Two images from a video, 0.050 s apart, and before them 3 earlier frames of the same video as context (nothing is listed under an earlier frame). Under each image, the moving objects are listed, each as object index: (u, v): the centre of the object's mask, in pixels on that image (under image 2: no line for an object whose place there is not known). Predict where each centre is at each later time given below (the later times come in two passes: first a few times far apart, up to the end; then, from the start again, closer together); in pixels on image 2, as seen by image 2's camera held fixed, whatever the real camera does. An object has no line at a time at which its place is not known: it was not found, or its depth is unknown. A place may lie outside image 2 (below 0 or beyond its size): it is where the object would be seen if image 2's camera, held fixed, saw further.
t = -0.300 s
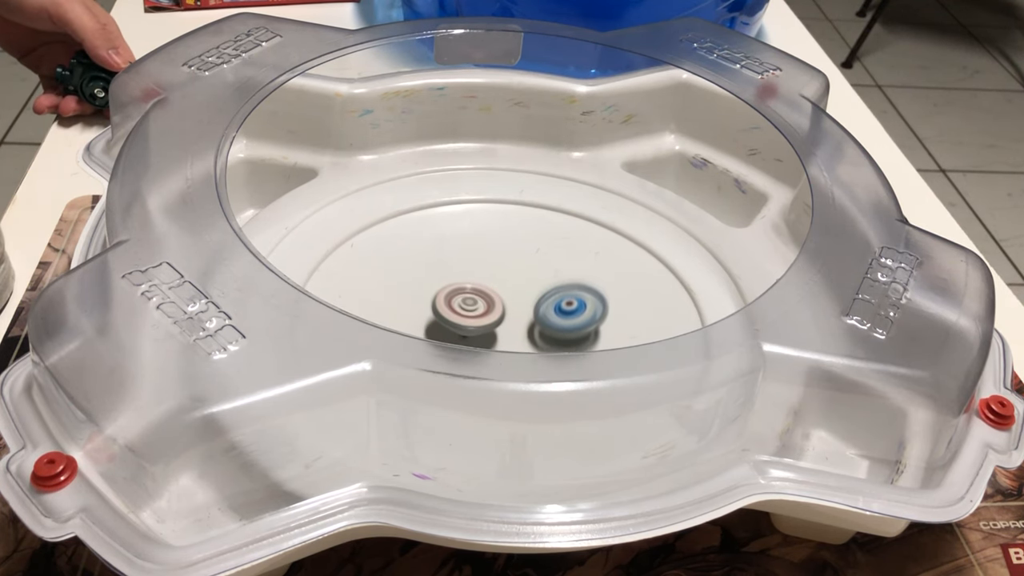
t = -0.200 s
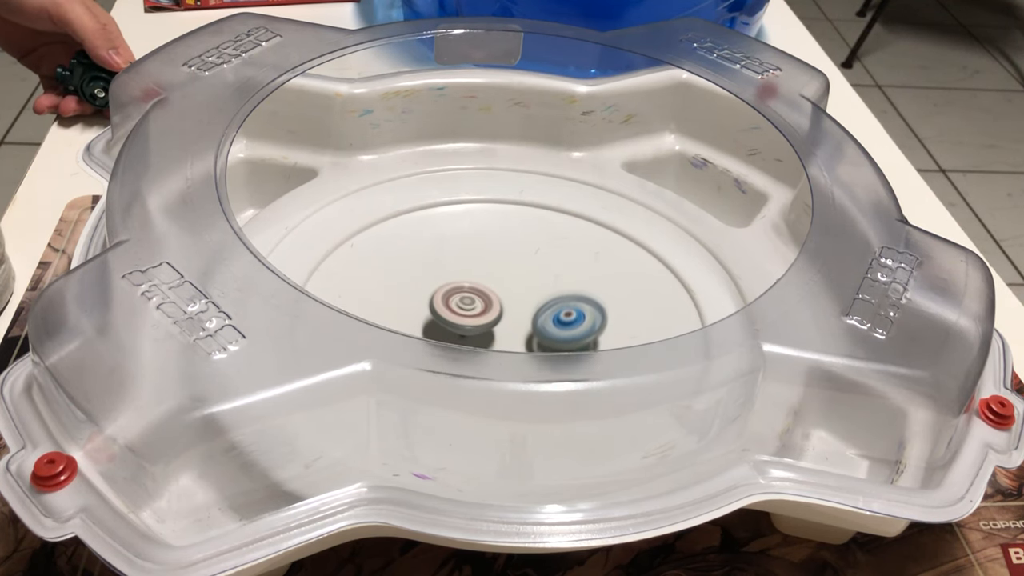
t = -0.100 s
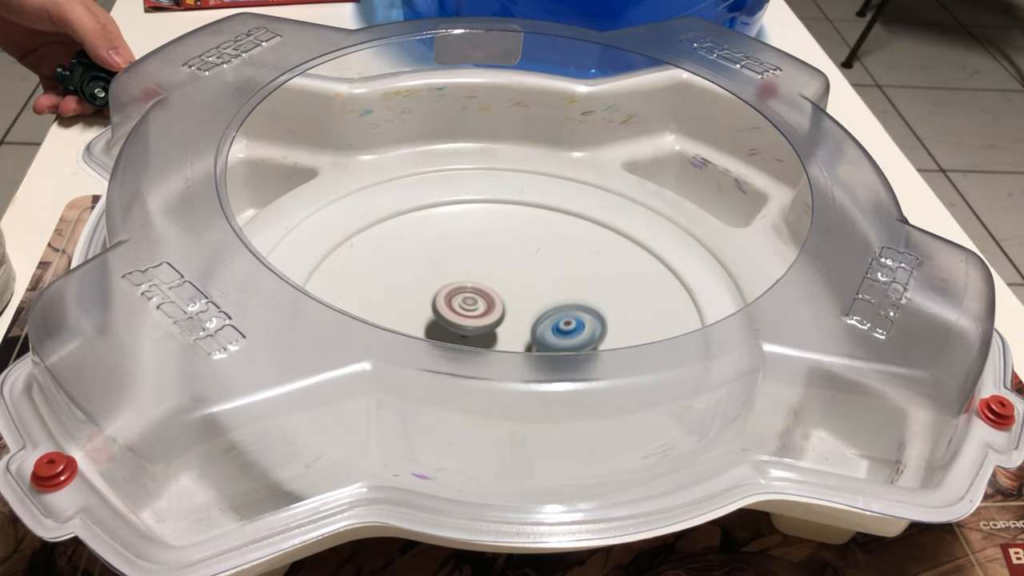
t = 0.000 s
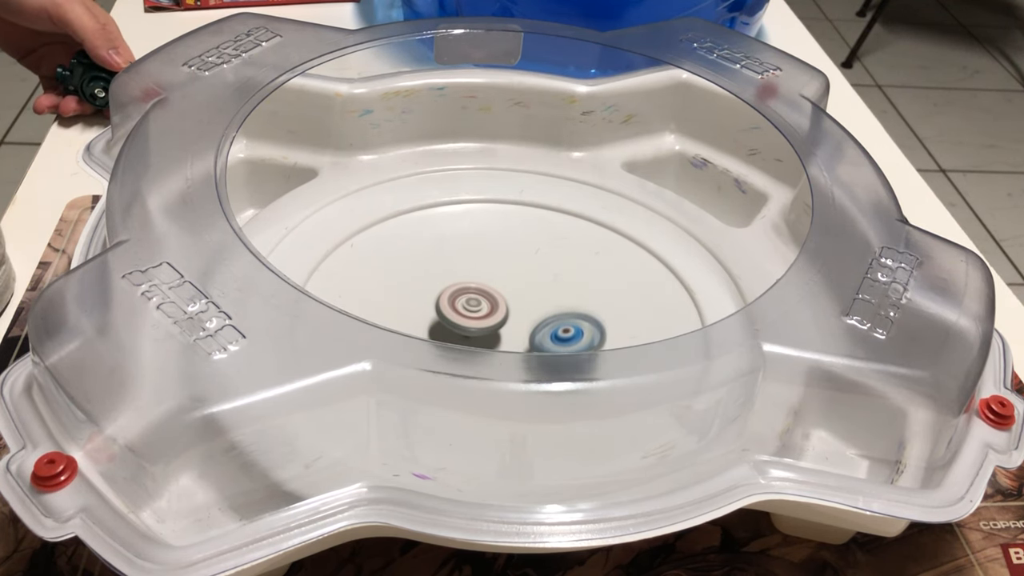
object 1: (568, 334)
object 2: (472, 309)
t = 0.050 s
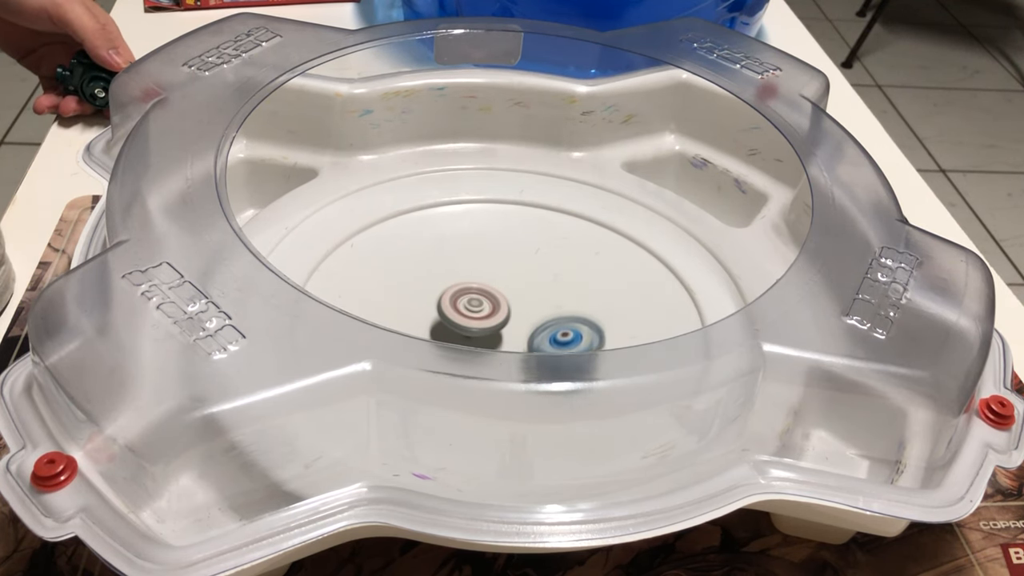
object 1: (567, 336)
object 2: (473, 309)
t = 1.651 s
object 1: (423, 361)
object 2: (486, 302)
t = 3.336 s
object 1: (498, 259)
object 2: (472, 334)
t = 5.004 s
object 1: (563, 353)
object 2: (506, 286)
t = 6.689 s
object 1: (422, 300)
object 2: (503, 331)
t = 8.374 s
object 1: (544, 255)
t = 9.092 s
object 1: (637, 298)
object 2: (436, 395)
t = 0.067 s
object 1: (566, 337)
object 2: (474, 309)
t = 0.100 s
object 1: (565, 338)
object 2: (475, 309)
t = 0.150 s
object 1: (564, 340)
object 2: (476, 309)
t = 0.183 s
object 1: (563, 341)
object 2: (477, 309)
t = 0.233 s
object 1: (561, 343)
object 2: (478, 309)
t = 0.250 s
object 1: (560, 343)
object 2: (478, 309)
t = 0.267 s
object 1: (560, 344)
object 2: (478, 309)
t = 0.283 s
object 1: (559, 344)
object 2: (479, 309)
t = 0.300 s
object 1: (559, 345)
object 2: (479, 309)
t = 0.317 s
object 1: (558, 345)
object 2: (479, 309)
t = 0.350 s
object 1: (557, 346)
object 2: (480, 309)
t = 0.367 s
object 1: (556, 347)
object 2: (480, 309)
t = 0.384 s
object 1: (555, 348)
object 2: (480, 309)
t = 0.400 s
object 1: (555, 347)
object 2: (480, 309)
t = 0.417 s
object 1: (554, 349)
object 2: (481, 309)
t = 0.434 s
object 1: (553, 347)
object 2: (481, 309)
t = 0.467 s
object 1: (553, 348)
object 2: (482, 310)
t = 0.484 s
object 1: (551, 349)
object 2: (482, 310)
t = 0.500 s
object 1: (546, 353)
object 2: (483, 310)
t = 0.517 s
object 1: (549, 363)
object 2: (483, 310)
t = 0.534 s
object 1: (548, 363)
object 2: (484, 310)
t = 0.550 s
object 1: (545, 364)
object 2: (485, 310)
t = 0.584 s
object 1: (544, 364)
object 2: (487, 311)
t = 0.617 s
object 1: (540, 365)
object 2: (490, 312)
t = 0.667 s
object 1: (536, 365)
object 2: (496, 312)
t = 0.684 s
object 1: (534, 365)
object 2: (498, 312)
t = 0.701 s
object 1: (531, 366)
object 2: (500, 312)
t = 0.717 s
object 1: (530, 369)
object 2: (501, 309)
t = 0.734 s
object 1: (526, 387)
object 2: (502, 300)
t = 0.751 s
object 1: (524, 395)
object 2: (502, 289)
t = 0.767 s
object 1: (523, 402)
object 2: (503, 280)
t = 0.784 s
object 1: (522, 405)
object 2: (502, 271)
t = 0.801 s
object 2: (502, 262)
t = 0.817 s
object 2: (500, 259)
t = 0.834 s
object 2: (498, 254)
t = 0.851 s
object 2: (495, 250)
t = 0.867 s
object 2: (492, 247)
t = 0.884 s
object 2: (488, 245)
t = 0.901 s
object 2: (485, 242)
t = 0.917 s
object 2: (482, 240)
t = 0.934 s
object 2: (480, 239)
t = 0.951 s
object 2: (477, 237)
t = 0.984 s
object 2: (472, 235)
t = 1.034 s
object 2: (465, 233)
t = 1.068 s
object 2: (461, 232)
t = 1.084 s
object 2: (459, 232)
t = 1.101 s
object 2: (458, 232)
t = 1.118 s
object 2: (456, 233)
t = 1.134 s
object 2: (454, 233)
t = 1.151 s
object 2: (453, 234)
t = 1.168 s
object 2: (451, 235)
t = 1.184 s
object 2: (450, 236)
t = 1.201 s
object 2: (449, 236)
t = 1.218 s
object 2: (447, 238)
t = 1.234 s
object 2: (446, 239)
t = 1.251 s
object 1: (495, 407)
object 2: (446, 241)
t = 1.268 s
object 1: (492, 406)
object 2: (445, 243)
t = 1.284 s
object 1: (490, 405)
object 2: (444, 245)
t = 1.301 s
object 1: (487, 403)
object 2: (444, 247)
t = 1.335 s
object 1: (482, 401)
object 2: (444, 252)
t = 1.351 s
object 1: (480, 401)
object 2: (444, 254)
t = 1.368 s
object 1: (477, 400)
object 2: (444, 257)
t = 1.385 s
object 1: (475, 398)
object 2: (445, 260)
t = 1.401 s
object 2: (446, 262)
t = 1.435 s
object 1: (467, 393)
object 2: (449, 268)
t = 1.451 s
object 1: (464, 392)
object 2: (451, 271)
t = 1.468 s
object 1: (462, 380)
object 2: (453, 274)
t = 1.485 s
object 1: (459, 378)
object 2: (455, 277)
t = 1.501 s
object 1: (456, 377)
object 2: (458, 280)
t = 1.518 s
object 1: (453, 375)
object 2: (461, 283)
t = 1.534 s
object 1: (450, 374)
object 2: (464, 285)
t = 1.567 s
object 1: (443, 372)
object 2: (470, 291)
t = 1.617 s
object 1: (431, 366)
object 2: (479, 298)
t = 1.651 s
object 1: (423, 361)
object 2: (486, 302)
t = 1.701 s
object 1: (413, 355)
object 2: (496, 308)
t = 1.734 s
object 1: (408, 352)
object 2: (503, 311)
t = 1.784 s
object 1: (400, 347)
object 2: (515, 315)
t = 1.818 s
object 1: (394, 344)
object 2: (523, 318)
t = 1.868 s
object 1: (388, 340)
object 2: (534, 321)
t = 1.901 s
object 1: (383, 337)
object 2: (541, 322)
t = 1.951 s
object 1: (379, 334)
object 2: (552, 323)
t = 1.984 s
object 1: (376, 333)
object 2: (558, 323)
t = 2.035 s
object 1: (374, 331)
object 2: (565, 323)
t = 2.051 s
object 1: (374, 330)
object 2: (567, 323)
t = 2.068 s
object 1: (373, 329)
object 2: (570, 323)
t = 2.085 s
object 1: (374, 329)
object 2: (572, 323)
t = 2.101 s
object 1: (374, 327)
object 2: (574, 323)
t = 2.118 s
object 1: (374, 326)
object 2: (576, 323)
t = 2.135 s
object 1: (376, 320)
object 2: (578, 323)
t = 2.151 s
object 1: (382, 310)
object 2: (579, 323)
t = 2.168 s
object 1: (382, 309)
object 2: (580, 323)
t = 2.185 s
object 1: (383, 309)
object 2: (582, 323)
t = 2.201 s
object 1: (385, 308)
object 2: (582, 323)
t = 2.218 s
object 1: (386, 308)
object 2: (583, 322)
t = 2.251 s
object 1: (389, 307)
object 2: (585, 322)
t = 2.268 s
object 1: (390, 307)
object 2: (585, 322)
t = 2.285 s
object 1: (392, 306)
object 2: (585, 322)
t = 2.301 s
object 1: (393, 305)
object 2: (586, 322)
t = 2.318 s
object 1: (394, 305)
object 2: (586, 322)
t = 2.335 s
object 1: (395, 305)
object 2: (586, 321)
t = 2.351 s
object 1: (396, 304)
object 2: (586, 321)
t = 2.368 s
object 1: (397, 303)
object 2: (586, 321)
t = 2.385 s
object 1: (398, 303)
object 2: (586, 321)
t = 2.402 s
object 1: (400, 300)
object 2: (586, 322)
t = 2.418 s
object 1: (401, 299)
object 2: (586, 321)
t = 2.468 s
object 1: (405, 292)
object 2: (584, 322)
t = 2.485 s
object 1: (407, 291)
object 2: (583, 322)
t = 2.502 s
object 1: (408, 289)
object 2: (582, 322)
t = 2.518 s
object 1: (410, 287)
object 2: (581, 322)
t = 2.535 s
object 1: (411, 285)
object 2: (580, 322)
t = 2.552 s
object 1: (412, 284)
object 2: (578, 322)
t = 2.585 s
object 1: (415, 281)
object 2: (575, 323)
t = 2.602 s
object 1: (416, 280)
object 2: (574, 323)
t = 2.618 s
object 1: (418, 278)
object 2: (572, 323)
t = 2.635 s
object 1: (419, 276)
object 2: (570, 324)
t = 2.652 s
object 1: (420, 276)
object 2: (568, 324)
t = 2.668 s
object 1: (422, 274)
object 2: (565, 324)
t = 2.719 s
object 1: (427, 271)
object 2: (558, 325)
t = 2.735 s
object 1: (429, 270)
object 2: (555, 325)
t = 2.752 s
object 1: (430, 269)
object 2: (553, 326)
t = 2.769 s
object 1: (432, 268)
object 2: (550, 326)
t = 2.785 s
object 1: (434, 267)
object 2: (547, 327)
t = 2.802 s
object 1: (435, 266)
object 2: (544, 327)
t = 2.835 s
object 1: (439, 265)
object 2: (539, 327)
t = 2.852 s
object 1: (441, 264)
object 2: (536, 328)
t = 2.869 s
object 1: (442, 263)
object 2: (533, 328)
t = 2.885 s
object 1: (444, 262)
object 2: (530, 328)
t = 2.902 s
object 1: (446, 262)
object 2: (528, 328)
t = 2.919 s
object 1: (447, 261)
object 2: (524, 329)
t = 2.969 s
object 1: (452, 260)
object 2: (516, 330)
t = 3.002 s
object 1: (456, 259)
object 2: (510, 331)
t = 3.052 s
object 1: (462, 258)
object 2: (502, 332)
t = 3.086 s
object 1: (465, 258)
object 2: (498, 332)
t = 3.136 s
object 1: (471, 258)
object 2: (491, 333)
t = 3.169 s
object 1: (475, 258)
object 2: (487, 333)
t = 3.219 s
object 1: (482, 258)
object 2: (482, 334)
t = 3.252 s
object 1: (486, 258)
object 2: (479, 334)
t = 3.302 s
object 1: (493, 259)
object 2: (474, 334)
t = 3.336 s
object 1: (498, 259)
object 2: (472, 334)
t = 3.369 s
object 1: (503, 260)
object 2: (469, 334)
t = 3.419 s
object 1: (510, 261)
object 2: (466, 333)
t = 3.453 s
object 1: (515, 261)
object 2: (464, 333)
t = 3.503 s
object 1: (522, 262)
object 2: (461, 333)
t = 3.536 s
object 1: (526, 263)
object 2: (460, 333)
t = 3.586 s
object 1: (533, 264)
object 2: (458, 332)
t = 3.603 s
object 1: (535, 265)
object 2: (458, 332)
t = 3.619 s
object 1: (538, 266)
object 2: (457, 332)
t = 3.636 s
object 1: (540, 266)
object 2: (457, 332)
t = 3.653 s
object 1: (542, 266)
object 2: (457, 332)
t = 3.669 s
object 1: (544, 267)
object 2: (457, 331)
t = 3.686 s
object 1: (546, 268)
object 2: (457, 331)
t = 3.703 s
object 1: (548, 268)
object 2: (456, 331)
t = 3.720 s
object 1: (550, 269)
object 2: (456, 331)
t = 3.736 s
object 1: (552, 269)
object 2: (456, 331)
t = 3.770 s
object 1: (555, 270)
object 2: (456, 330)
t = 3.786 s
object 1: (556, 271)
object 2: (456, 330)
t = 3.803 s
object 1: (557, 272)
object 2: (456, 329)
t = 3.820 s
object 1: (559, 272)
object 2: (456, 329)
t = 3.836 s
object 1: (560, 274)
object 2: (456, 329)
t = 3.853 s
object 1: (561, 274)
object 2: (456, 328)
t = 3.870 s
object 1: (563, 275)
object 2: (456, 328)
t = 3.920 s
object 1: (566, 278)
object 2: (457, 326)
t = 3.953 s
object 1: (568, 280)
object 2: (457, 325)
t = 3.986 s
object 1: (571, 282)
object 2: (458, 324)
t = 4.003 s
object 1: (571, 284)
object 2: (459, 323)
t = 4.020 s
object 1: (573, 284)
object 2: (459, 322)
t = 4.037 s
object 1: (574, 286)
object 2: (460, 321)
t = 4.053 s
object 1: (575, 287)
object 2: (460, 321)
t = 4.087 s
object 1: (576, 290)
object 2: (461, 319)
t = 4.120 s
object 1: (578, 292)
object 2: (463, 318)
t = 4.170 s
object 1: (581, 296)
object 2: (465, 315)
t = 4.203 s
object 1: (582, 299)
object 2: (466, 312)
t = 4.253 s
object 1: (584, 303)
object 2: (468, 308)
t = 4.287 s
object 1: (585, 306)
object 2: (470, 305)
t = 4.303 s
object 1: (585, 308)
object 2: (471, 304)
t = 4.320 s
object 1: (585, 309)
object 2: (471, 303)
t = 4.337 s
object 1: (585, 311)
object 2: (472, 302)
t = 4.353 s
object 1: (586, 312)
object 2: (473, 301)
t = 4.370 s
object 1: (586, 314)
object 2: (474, 301)
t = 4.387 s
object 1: (586, 315)
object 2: (474, 300)
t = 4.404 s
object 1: (586, 318)
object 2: (475, 299)
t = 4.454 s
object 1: (586, 322)
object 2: (478, 296)
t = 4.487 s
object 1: (586, 325)
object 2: (480, 294)
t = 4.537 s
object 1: (586, 328)
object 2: (482, 292)
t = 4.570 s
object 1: (586, 331)
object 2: (484, 291)
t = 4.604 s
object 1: (586, 333)
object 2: (485, 290)
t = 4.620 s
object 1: (585, 334)
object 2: (486, 290)
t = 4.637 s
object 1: (585, 335)
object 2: (487, 289)
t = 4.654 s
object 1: (584, 335)
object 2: (487, 289)
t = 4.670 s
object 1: (584, 336)
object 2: (488, 289)
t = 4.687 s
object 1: (583, 337)
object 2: (489, 288)
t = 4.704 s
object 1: (582, 337)
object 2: (490, 288)
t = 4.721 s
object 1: (582, 338)
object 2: (491, 288)
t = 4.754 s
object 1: (580, 340)
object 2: (492, 287)
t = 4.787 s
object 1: (579, 341)
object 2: (494, 287)
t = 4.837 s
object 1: (576, 343)
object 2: (497, 286)
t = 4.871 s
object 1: (575, 344)
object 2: (499, 286)
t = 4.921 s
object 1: (571, 346)
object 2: (501, 285)
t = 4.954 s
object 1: (570, 347)
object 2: (503, 285)
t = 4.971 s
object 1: (569, 347)
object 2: (504, 285)
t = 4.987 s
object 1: (565, 350)
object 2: (505, 285)
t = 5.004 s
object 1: (563, 353)
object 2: (506, 286)
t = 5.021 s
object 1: (563, 364)
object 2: (507, 286)
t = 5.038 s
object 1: (562, 365)
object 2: (508, 286)
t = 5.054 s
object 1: (560, 366)
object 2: (508, 286)
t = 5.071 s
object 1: (559, 367)
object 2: (509, 286)
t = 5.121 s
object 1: (552, 368)
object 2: (510, 287)
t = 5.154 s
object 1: (548, 369)
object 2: (511, 287)
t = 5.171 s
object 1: (546, 370)
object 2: (511, 287)
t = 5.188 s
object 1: (542, 371)
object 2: (511, 288)
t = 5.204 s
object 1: (541, 371)
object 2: (512, 288)
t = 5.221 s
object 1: (537, 383)
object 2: (512, 288)
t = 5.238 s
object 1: (535, 383)
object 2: (513, 289)
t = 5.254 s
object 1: (534, 384)
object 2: (514, 289)
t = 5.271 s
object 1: (531, 383)
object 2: (514, 290)
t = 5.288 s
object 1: (529, 385)
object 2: (515, 291)
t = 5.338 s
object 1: (521, 385)
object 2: (516, 293)
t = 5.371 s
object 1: (516, 386)
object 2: (517, 294)
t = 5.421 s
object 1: (507, 386)
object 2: (519, 296)
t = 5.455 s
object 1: (502, 386)
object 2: (520, 299)
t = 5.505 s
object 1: (494, 385)
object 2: (521, 302)
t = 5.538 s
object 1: (488, 385)
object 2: (522, 304)
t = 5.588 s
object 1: (480, 384)
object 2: (524, 309)
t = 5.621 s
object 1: (474, 383)
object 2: (525, 312)
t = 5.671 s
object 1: (465, 379)
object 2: (526, 316)
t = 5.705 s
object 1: (460, 379)
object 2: (527, 319)
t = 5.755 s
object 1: (453, 378)
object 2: (529, 322)
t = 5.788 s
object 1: (449, 377)
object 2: (529, 323)
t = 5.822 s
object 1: (445, 376)
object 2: (530, 324)
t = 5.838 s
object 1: (442, 375)
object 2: (530, 325)
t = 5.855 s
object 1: (440, 376)
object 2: (530, 326)
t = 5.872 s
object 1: (438, 375)
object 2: (530, 326)
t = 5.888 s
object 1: (437, 373)
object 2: (531, 327)
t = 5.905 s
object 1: (436, 372)
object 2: (531, 327)
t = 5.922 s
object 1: (435, 370)
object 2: (531, 328)
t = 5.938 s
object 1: (432, 369)
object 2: (531, 328)
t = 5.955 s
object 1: (431, 368)
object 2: (531, 328)
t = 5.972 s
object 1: (430, 367)
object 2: (531, 329)
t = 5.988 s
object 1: (429, 367)
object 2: (530, 329)
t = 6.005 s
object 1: (429, 365)
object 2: (530, 329)
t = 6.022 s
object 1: (428, 364)
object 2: (530, 330)
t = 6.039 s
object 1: (426, 364)
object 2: (530, 330)
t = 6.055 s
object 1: (425, 363)
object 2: (530, 330)
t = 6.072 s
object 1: (424, 361)
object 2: (529, 331)
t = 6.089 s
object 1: (423, 360)
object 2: (529, 331)
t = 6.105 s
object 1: (422, 358)
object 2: (529, 331)
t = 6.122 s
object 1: (421, 357)
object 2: (528, 331)
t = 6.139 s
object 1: (421, 356)
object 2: (528, 332)
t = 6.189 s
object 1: (418, 352)
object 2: (527, 332)
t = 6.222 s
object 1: (417, 350)
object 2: (526, 332)
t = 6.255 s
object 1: (416, 348)
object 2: (525, 332)
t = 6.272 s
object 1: (415, 346)
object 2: (525, 332)
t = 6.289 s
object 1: (415, 343)
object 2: (524, 333)
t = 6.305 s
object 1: (414, 341)
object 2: (524, 333)
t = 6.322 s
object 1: (414, 339)
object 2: (523, 333)
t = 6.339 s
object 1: (413, 338)
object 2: (523, 333)
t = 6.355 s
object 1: (413, 336)
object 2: (522, 333)
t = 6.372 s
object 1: (413, 334)
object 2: (521, 333)
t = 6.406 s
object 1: (414, 328)
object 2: (519, 333)
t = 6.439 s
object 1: (416, 317)
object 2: (518, 333)
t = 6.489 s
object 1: (415, 314)
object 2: (515, 333)
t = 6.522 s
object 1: (415, 313)
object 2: (513, 332)
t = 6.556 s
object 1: (416, 311)
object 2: (512, 332)
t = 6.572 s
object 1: (416, 310)
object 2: (511, 332)
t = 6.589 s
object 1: (417, 308)
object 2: (510, 332)
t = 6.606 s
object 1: (418, 307)
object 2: (509, 332)
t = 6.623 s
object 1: (419, 306)
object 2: (508, 332)
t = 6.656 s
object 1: (420, 303)
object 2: (505, 331)
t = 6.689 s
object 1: (422, 300)
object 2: (503, 331)
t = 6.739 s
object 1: (425, 296)
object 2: (499, 329)
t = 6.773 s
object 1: (426, 293)
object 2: (496, 329)
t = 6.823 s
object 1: (429, 289)
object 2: (493, 328)
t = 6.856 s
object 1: (431, 287)
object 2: (491, 327)
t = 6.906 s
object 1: (435, 283)
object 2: (488, 326)
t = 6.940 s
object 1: (437, 281)
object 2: (486, 325)
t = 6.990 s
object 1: (440, 277)
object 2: (483, 324)
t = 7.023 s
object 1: (443, 275)
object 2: (481, 323)
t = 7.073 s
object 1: (447, 272)
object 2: (478, 321)
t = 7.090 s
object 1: (448, 271)
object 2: (477, 320)
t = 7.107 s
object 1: (450, 270)
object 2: (477, 320)
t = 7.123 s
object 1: (451, 269)
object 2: (476, 320)
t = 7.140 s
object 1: (453, 265)
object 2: (477, 323)
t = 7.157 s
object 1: (454, 259)
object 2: (479, 327)
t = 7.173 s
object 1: (455, 255)
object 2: (480, 329)
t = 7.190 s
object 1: (455, 251)
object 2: (481, 331)
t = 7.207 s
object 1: (456, 249)
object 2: (481, 331)
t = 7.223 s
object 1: (456, 246)
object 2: (482, 331)
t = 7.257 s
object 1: (456, 241)
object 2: (484, 331)
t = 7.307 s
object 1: (456, 234)
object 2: (488, 330)
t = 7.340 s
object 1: (456, 232)
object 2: (490, 329)
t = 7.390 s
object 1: (456, 231)
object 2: (493, 327)
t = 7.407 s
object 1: (456, 231)
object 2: (494, 326)
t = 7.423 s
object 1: (456, 231)
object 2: (495, 326)
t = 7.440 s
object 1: (456, 231)
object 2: (495, 325)
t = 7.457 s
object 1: (455, 232)
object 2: (496, 324)
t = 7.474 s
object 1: (456, 232)
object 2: (496, 323)
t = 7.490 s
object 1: (456, 232)
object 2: (496, 322)
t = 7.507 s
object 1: (456, 232)
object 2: (496, 321)
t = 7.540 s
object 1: (457, 232)
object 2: (497, 318)
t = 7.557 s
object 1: (457, 233)
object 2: (496, 317)
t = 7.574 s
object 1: (458, 233)
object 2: (496, 315)
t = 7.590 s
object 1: (459, 234)
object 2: (496, 314)
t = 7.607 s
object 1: (459, 234)
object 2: (495, 313)
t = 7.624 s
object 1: (460, 235)
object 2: (495, 312)
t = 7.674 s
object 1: (464, 238)
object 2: (494, 308)
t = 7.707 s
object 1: (467, 241)
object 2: (493, 306)
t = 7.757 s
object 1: (474, 247)
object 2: (492, 303)
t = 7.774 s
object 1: (477, 248)
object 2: (491, 302)
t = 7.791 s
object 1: (480, 249)
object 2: (491, 302)
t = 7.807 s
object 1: (483, 251)
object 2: (490, 301)
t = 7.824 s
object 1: (490, 247)
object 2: (484, 315)
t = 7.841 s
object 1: (498, 234)
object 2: (480, 325)
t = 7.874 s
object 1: (511, 218)
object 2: (476, 338)
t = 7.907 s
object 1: (521, 206)
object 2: (464, 375)
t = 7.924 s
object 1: (524, 202)
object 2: (462, 383)
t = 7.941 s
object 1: (527, 201)
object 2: (462, 398)
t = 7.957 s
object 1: (528, 199)
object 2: (464, 399)
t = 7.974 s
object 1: (529, 199)
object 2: (467, 401)
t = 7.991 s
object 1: (530, 198)
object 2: (470, 403)
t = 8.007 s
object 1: (529, 199)
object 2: (475, 407)
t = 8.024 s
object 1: (528, 200)
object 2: (480, 411)
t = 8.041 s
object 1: (527, 201)
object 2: (485, 413)
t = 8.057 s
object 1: (526, 203)
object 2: (490, 414)
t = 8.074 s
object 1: (526, 204)
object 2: (495, 416)
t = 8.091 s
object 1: (525, 206)
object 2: (501, 417)
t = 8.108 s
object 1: (525, 207)
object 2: (506, 418)
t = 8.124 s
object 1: (524, 210)
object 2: (512, 419)
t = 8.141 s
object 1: (524, 212)
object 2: (516, 419)
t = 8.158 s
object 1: (524, 215)
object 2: (520, 419)
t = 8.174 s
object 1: (524, 218)
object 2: (524, 420)
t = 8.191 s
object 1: (524, 221)
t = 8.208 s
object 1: (524, 223)
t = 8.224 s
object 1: (525, 226)
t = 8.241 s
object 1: (526, 228)
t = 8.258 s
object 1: (528, 231)
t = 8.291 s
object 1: (532, 238)
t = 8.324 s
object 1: (537, 245)
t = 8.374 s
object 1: (544, 255)
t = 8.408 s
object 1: (549, 260)
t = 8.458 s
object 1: (555, 269)
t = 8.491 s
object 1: (559, 275)
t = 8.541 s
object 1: (565, 284)
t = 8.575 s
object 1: (569, 290)
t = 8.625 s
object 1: (574, 299)
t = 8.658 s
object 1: (577, 306)
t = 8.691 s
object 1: (581, 312)
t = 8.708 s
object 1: (584, 315)
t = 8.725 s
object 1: (586, 317)
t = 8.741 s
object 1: (589, 318)
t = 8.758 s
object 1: (597, 317)
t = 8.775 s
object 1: (607, 310)
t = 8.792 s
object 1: (619, 305)
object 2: (516, 404)
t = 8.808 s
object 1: (627, 300)
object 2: (505, 402)
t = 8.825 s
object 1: (633, 297)
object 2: (494, 398)
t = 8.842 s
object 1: (639, 294)
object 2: (481, 401)
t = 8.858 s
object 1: (643, 292)
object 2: (473, 401)
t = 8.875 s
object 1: (645, 291)
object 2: (466, 400)
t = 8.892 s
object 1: (646, 291)
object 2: (462, 400)
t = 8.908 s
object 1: (647, 292)
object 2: (458, 400)
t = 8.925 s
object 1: (647, 292)
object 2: (454, 399)
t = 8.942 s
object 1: (647, 292)
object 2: (452, 398)
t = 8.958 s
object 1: (646, 292)
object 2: (450, 398)
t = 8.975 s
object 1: (645, 293)
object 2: (449, 398)
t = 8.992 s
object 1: (644, 294)
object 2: (446, 399)
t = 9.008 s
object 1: (643, 294)
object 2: (444, 398)
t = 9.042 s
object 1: (641, 295)
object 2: (441, 396)
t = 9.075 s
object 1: (639, 297)
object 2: (438, 396)
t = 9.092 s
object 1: (637, 298)
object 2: (436, 395)
